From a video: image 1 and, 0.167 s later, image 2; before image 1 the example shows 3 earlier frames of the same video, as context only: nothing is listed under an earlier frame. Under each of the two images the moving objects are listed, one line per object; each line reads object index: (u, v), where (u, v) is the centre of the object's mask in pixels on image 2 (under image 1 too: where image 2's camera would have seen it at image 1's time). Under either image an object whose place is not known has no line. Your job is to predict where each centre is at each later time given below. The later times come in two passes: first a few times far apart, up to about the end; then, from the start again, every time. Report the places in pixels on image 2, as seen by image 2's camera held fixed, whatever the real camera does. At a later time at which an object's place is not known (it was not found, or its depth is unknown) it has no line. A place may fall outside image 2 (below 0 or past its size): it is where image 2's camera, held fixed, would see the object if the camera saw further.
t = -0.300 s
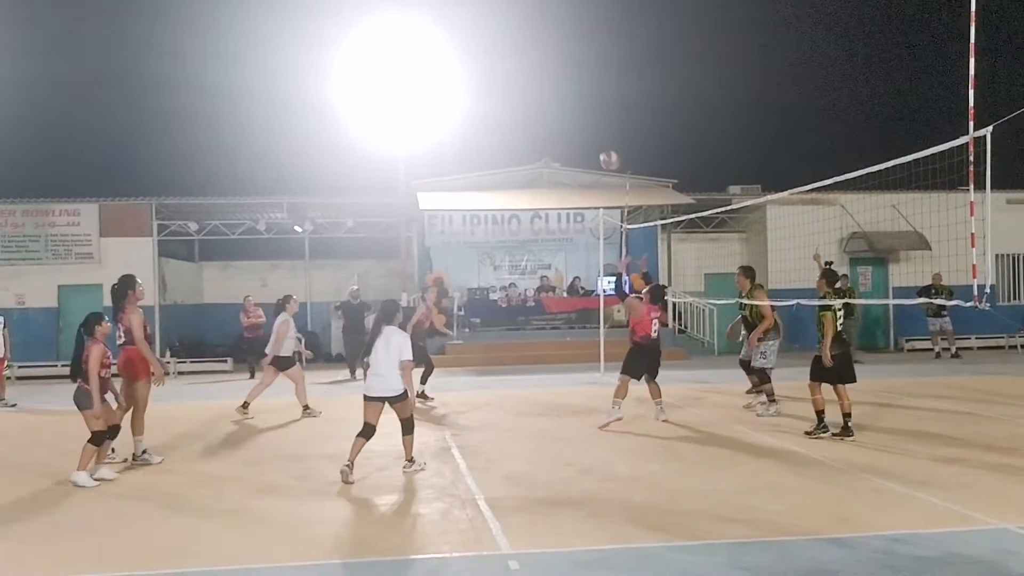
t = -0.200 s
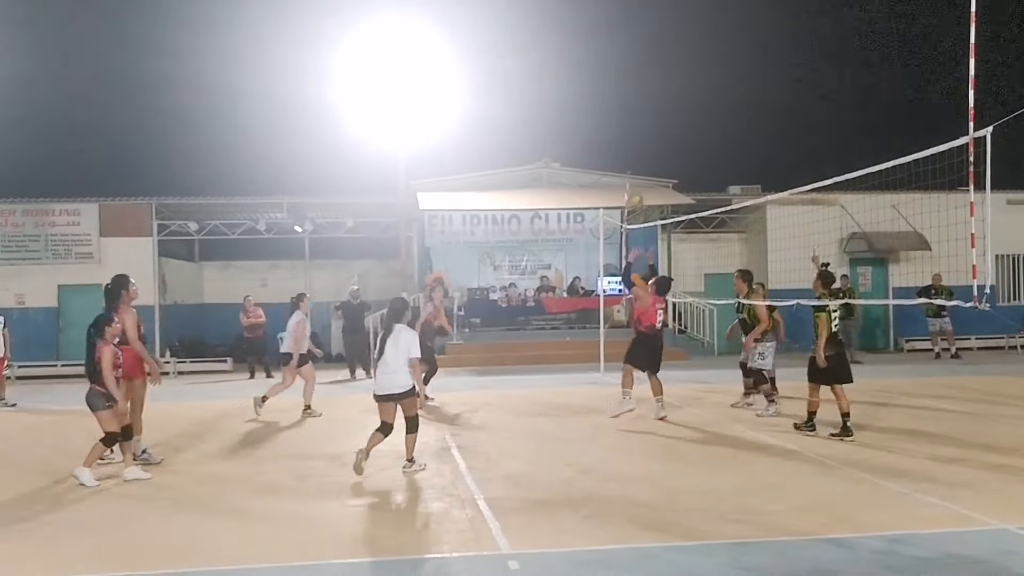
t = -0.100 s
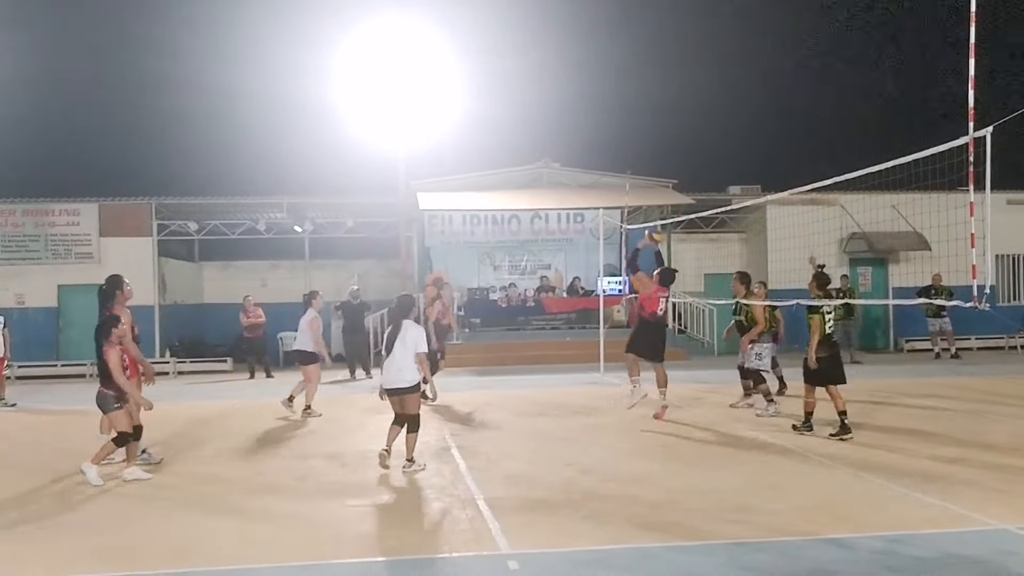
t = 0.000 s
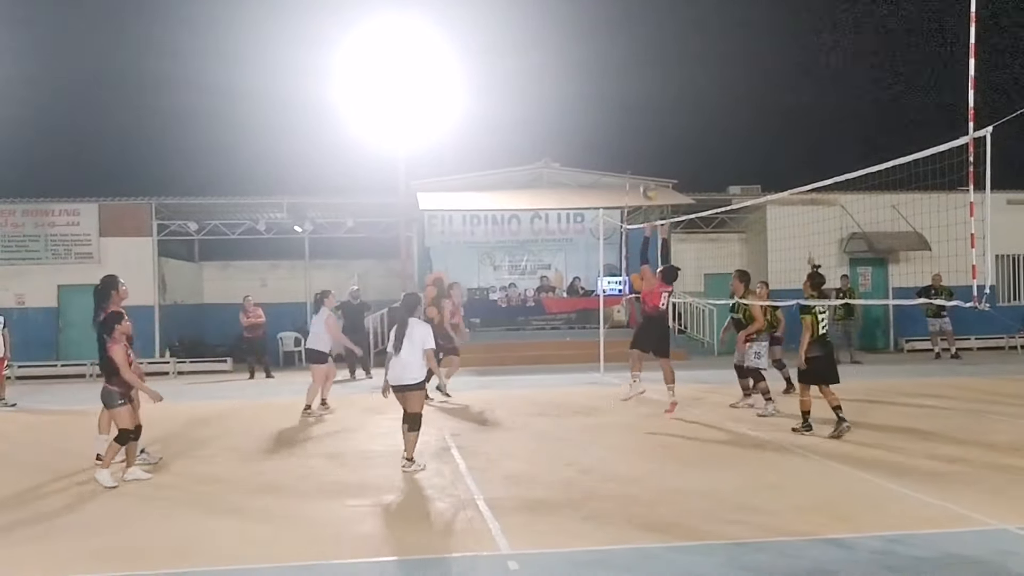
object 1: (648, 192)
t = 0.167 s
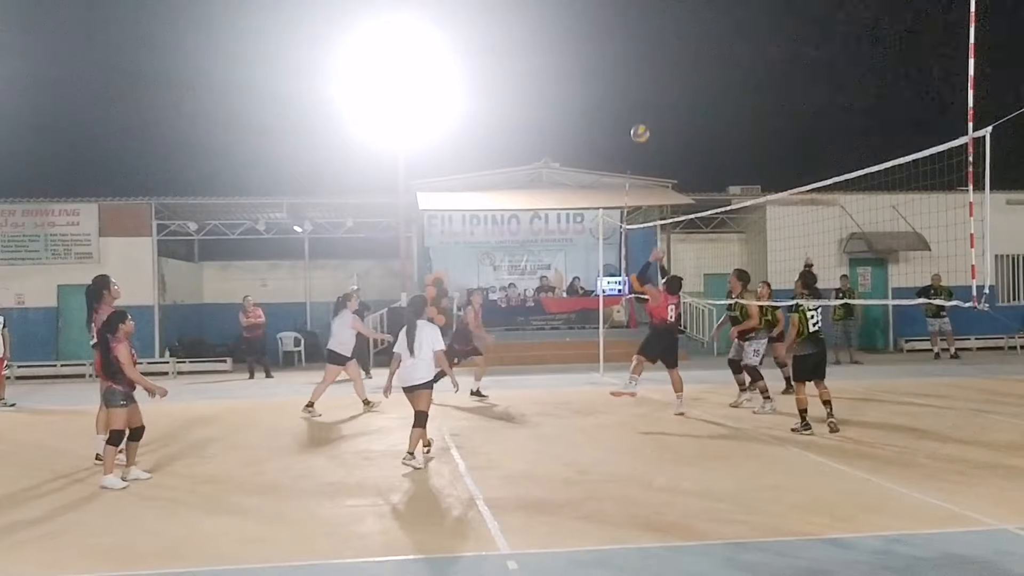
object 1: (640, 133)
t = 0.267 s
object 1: (635, 110)
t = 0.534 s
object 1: (623, 90)
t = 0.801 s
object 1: (615, 125)
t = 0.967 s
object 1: (611, 172)
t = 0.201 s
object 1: (638, 125)
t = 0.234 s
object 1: (636, 117)
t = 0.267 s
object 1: (635, 110)
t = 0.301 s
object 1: (633, 105)
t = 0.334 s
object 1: (632, 100)
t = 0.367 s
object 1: (630, 97)
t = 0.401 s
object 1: (629, 94)
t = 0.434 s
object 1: (628, 91)
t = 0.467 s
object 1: (626, 90)
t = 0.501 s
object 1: (625, 90)
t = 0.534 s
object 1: (623, 90)
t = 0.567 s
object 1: (622, 92)
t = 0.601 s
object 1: (621, 94)
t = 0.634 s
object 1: (620, 97)
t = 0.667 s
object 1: (619, 101)
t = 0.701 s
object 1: (618, 105)
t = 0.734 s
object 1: (617, 111)
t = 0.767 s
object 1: (615, 118)
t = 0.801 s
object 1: (615, 125)
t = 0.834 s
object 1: (613, 133)
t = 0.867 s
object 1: (613, 141)
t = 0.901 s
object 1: (612, 151)
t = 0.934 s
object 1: (611, 161)
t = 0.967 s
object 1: (611, 172)
